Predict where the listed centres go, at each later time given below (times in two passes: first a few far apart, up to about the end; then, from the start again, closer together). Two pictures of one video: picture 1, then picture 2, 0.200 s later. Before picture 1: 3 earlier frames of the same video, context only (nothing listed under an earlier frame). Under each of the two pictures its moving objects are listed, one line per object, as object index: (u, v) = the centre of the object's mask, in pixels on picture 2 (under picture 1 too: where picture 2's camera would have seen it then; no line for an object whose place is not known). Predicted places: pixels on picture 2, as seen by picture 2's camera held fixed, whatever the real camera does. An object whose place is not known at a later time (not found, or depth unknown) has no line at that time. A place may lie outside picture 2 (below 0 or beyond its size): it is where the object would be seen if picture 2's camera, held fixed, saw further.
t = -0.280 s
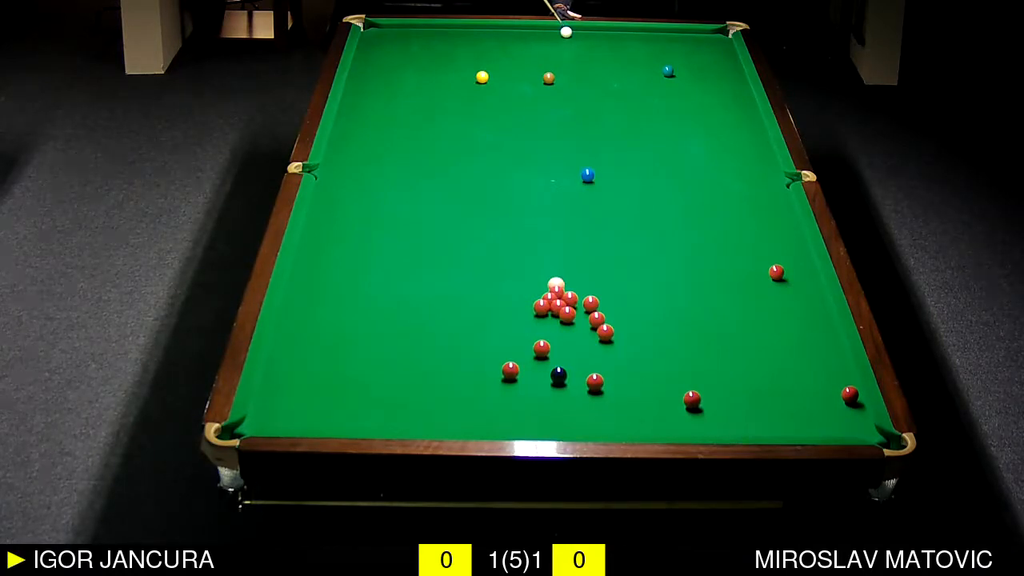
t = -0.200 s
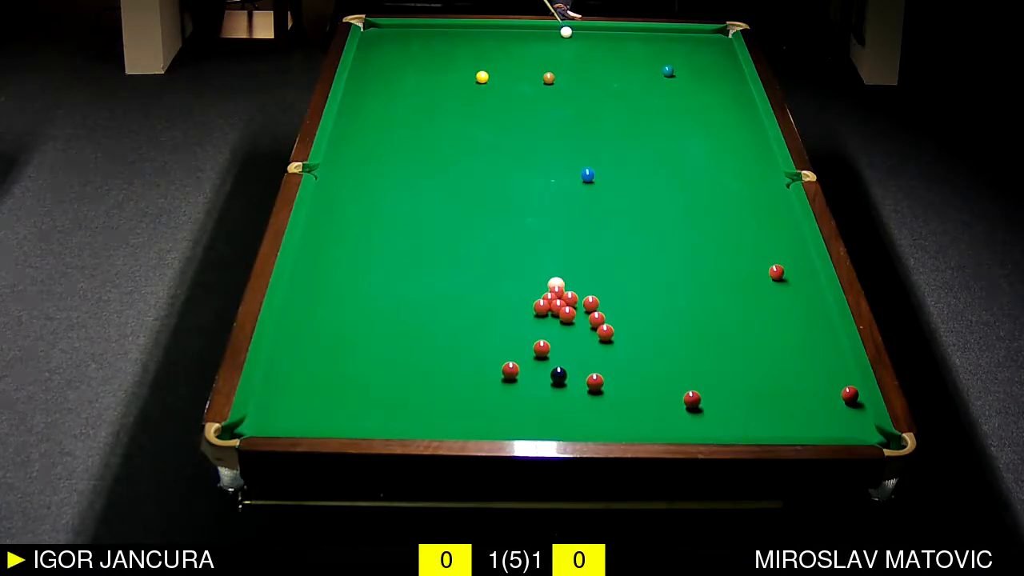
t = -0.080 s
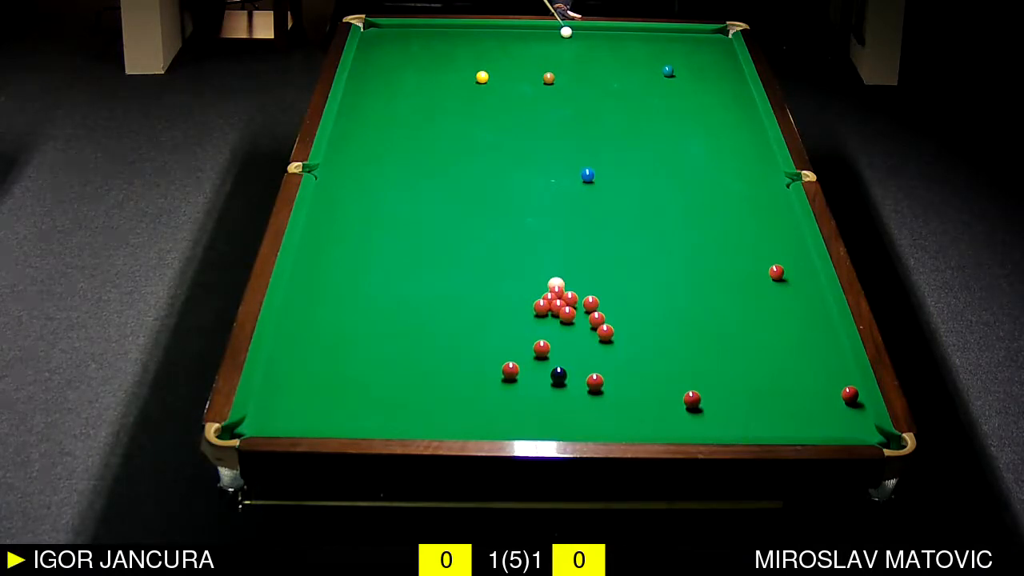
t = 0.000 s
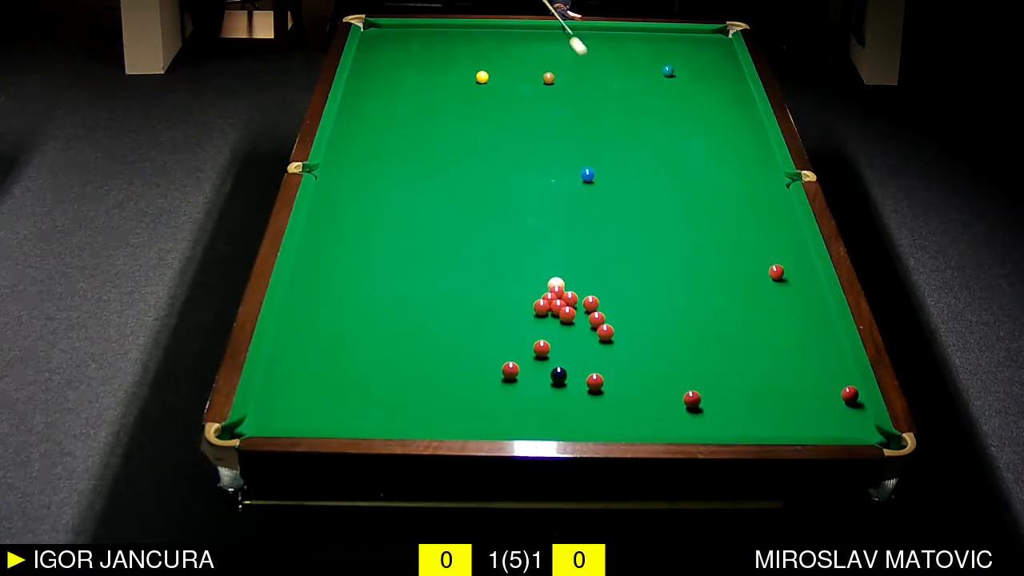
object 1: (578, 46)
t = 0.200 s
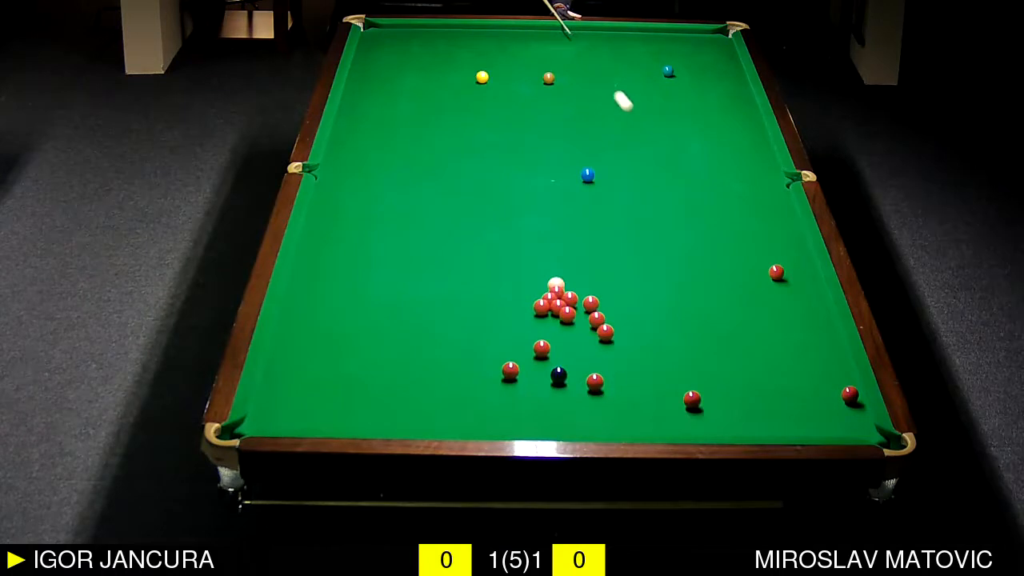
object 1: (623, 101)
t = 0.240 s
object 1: (633, 113)
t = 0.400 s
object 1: (677, 168)
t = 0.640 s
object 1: (757, 270)
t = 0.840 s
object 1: (842, 377)
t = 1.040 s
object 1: (814, 389)
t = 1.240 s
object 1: (785, 412)
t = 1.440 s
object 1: (758, 426)
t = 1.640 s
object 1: (728, 408)
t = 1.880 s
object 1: (698, 387)
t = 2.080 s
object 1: (676, 371)
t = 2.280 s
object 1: (656, 355)
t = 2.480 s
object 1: (638, 341)
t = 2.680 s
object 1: (621, 328)
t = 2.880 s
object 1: (613, 317)
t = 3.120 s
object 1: (612, 307)
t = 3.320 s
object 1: (611, 299)
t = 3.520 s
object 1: (610, 293)
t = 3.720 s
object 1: (610, 286)
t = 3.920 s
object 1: (609, 281)
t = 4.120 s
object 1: (608, 276)
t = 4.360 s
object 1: (607, 271)
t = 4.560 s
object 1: (607, 267)
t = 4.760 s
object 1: (606, 265)
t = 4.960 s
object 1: (606, 263)
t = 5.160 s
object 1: (606, 261)
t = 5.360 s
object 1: (605, 260)
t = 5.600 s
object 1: (605, 259)
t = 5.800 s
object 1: (605, 259)
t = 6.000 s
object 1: (605, 259)
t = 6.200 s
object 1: (605, 259)
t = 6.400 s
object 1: (605, 259)
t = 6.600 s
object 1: (605, 259)
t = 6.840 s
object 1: (605, 259)
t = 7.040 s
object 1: (605, 259)
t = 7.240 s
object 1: (605, 259)
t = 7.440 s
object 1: (605, 259)
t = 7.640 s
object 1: (605, 259)
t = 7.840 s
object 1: (605, 258)
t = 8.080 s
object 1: (605, 258)
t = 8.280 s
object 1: (605, 258)
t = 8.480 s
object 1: (605, 258)
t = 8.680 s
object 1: (605, 257)
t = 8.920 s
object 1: (605, 257)
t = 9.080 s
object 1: (605, 257)
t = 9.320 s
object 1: (605, 257)
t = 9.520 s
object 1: (605, 257)
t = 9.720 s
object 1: (605, 257)
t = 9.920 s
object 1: (605, 257)
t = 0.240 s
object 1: (633, 113)
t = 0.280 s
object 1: (643, 126)
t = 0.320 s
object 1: (654, 140)
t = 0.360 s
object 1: (665, 154)
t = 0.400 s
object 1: (677, 168)
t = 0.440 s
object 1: (689, 184)
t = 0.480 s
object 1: (702, 199)
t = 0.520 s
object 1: (715, 216)
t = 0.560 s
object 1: (729, 233)
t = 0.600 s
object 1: (743, 251)
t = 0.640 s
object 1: (757, 270)
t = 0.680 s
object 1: (774, 291)
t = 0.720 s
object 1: (790, 311)
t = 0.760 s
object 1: (807, 333)
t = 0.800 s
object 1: (825, 356)
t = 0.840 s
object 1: (842, 377)
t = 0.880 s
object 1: (848, 385)
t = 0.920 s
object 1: (838, 385)
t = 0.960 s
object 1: (829, 386)
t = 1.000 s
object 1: (821, 387)
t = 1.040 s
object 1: (814, 389)
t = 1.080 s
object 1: (807, 393)
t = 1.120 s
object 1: (801, 396)
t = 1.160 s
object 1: (795, 401)
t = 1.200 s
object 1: (790, 406)
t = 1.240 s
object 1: (785, 412)
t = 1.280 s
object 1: (780, 417)
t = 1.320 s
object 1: (775, 422)
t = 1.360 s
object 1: (770, 427)
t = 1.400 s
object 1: (763, 428)
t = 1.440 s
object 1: (758, 426)
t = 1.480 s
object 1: (751, 422)
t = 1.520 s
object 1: (746, 419)
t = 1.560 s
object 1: (740, 415)
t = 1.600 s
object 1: (734, 412)
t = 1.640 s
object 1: (728, 408)
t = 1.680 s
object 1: (723, 405)
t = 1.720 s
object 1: (717, 401)
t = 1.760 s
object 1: (712, 399)
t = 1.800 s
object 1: (707, 394)
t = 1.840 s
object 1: (703, 391)
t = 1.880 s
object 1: (698, 387)
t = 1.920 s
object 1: (693, 383)
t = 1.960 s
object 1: (689, 380)
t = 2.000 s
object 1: (684, 377)
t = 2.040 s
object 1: (680, 374)
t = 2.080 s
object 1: (676, 371)
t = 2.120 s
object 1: (672, 368)
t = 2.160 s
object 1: (668, 364)
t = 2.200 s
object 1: (664, 361)
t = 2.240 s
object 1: (660, 358)
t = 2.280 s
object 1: (656, 355)
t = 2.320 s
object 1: (652, 353)
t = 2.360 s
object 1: (649, 349)
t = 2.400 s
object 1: (645, 347)
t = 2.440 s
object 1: (641, 344)
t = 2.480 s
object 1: (638, 341)
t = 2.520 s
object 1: (634, 338)
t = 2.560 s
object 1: (631, 336)
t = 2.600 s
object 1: (627, 333)
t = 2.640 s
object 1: (624, 331)
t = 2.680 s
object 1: (621, 328)
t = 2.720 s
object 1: (618, 325)
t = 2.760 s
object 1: (615, 322)
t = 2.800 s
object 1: (614, 320)
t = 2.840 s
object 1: (613, 318)
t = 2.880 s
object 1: (613, 317)
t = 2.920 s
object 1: (613, 315)
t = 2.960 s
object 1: (613, 314)
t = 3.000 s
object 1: (612, 312)
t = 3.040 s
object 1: (612, 310)
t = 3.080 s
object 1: (612, 309)
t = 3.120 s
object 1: (612, 307)
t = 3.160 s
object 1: (612, 305)
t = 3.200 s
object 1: (612, 304)
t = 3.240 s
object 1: (611, 302)
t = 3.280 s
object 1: (611, 301)
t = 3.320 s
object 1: (611, 299)
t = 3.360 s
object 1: (611, 298)
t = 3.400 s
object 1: (611, 297)
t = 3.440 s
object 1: (611, 295)
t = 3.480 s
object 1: (610, 294)
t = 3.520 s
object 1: (610, 293)
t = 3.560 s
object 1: (610, 291)
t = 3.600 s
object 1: (610, 290)
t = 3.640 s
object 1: (610, 289)
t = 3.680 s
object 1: (610, 288)
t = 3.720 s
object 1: (610, 286)
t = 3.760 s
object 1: (609, 285)
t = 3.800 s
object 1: (609, 284)
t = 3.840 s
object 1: (609, 283)
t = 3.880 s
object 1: (609, 282)
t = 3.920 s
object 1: (609, 281)
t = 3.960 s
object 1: (609, 280)
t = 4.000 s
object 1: (609, 279)
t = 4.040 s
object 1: (608, 278)
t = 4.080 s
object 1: (608, 277)
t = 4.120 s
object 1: (608, 276)
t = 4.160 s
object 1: (608, 275)
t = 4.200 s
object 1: (608, 274)
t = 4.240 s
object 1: (608, 273)
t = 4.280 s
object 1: (607, 272)
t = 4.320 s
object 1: (607, 272)
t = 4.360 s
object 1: (607, 271)
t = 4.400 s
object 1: (607, 270)
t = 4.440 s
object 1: (607, 269)
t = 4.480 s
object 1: (607, 269)
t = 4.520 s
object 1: (607, 268)
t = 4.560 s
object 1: (607, 267)
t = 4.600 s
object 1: (607, 267)
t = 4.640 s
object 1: (607, 266)
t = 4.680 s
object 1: (607, 266)
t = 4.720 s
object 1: (607, 265)
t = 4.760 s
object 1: (606, 265)
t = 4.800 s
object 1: (606, 264)
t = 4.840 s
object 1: (606, 264)
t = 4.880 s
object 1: (606, 263)
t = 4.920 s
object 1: (606, 263)
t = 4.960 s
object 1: (606, 263)
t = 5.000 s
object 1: (606, 262)
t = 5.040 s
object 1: (606, 262)
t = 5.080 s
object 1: (606, 262)
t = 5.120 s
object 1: (606, 261)
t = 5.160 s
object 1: (606, 261)
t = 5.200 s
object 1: (606, 261)
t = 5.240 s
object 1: (605, 261)
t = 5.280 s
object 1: (605, 260)
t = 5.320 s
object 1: (605, 260)
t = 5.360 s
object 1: (605, 260)
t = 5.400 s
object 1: (605, 260)
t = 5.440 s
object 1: (605, 260)
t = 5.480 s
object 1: (605, 260)
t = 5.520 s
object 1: (605, 259)
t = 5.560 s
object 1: (605, 259)
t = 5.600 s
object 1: (605, 259)
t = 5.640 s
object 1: (605, 259)
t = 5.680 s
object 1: (605, 259)
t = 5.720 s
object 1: (605, 259)
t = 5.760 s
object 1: (605, 259)
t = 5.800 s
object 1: (605, 259)
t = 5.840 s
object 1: (605, 259)
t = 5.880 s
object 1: (605, 259)
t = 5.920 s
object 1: (605, 259)
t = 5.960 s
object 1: (605, 259)
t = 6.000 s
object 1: (605, 259)
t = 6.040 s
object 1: (605, 259)
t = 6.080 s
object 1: (605, 259)
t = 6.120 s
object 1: (605, 259)
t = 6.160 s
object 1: (605, 259)
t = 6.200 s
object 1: (605, 259)
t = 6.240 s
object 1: (605, 259)
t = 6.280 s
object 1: (605, 259)
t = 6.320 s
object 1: (605, 259)
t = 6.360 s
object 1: (605, 259)
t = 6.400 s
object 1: (605, 259)
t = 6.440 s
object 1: (605, 259)
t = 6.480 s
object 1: (605, 259)
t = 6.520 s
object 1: (605, 259)
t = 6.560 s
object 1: (605, 259)
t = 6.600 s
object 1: (605, 259)
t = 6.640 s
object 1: (605, 259)
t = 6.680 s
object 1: (605, 259)
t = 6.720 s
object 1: (605, 259)
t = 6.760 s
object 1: (605, 259)
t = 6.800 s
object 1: (605, 259)
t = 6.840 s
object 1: (605, 259)
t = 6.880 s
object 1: (605, 259)
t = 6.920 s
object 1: (605, 259)
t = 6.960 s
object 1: (605, 259)
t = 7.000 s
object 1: (605, 259)
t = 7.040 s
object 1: (605, 259)
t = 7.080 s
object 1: (605, 259)
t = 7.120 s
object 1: (605, 259)
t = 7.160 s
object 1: (605, 259)
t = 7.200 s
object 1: (605, 259)
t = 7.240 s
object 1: (605, 259)
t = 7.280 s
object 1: (605, 259)
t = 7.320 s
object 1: (605, 259)
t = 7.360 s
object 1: (605, 259)
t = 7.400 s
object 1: (605, 259)
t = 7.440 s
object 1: (605, 259)
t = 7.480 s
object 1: (605, 259)
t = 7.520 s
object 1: (605, 259)
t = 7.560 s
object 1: (605, 259)
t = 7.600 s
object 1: (605, 259)
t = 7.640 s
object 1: (605, 259)
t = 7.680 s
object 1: (605, 259)
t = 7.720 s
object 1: (605, 259)
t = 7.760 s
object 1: (605, 259)
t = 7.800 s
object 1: (605, 258)
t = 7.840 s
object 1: (605, 258)
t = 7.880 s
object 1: (605, 258)
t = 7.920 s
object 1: (605, 258)
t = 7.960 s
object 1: (605, 258)
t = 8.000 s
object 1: (605, 258)
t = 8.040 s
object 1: (605, 258)
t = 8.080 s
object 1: (605, 258)
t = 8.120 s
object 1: (605, 258)
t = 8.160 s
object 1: (605, 258)
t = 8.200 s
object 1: (605, 258)
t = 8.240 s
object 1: (605, 258)
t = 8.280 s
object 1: (605, 258)
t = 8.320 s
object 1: (605, 258)
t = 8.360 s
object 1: (605, 258)
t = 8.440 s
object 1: (605, 258)
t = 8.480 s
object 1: (605, 258)
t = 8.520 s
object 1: (605, 258)
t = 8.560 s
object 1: (605, 258)
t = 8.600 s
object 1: (605, 258)
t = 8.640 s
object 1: (605, 257)
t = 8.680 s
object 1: (605, 257)
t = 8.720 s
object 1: (605, 257)
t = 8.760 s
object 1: (605, 257)
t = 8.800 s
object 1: (605, 257)
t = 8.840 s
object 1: (605, 257)
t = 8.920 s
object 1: (605, 257)
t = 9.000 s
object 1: (605, 257)
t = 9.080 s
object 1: (605, 257)
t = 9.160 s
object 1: (605, 257)
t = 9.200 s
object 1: (605, 257)
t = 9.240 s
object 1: (605, 257)
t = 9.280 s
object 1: (605, 257)
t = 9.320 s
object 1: (605, 257)
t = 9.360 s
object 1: (605, 257)
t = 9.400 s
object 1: (605, 257)
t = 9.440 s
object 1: (605, 257)
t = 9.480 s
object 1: (605, 257)
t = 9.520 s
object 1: (605, 257)
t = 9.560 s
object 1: (605, 257)
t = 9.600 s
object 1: (605, 257)
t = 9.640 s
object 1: (605, 257)
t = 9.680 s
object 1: (605, 257)
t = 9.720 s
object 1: (605, 257)
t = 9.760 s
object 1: (605, 257)
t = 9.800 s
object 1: (605, 257)
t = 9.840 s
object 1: (605, 257)
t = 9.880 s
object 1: (605, 257)
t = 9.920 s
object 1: (605, 257)
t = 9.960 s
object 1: (605, 257)
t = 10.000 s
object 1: (605, 257)
